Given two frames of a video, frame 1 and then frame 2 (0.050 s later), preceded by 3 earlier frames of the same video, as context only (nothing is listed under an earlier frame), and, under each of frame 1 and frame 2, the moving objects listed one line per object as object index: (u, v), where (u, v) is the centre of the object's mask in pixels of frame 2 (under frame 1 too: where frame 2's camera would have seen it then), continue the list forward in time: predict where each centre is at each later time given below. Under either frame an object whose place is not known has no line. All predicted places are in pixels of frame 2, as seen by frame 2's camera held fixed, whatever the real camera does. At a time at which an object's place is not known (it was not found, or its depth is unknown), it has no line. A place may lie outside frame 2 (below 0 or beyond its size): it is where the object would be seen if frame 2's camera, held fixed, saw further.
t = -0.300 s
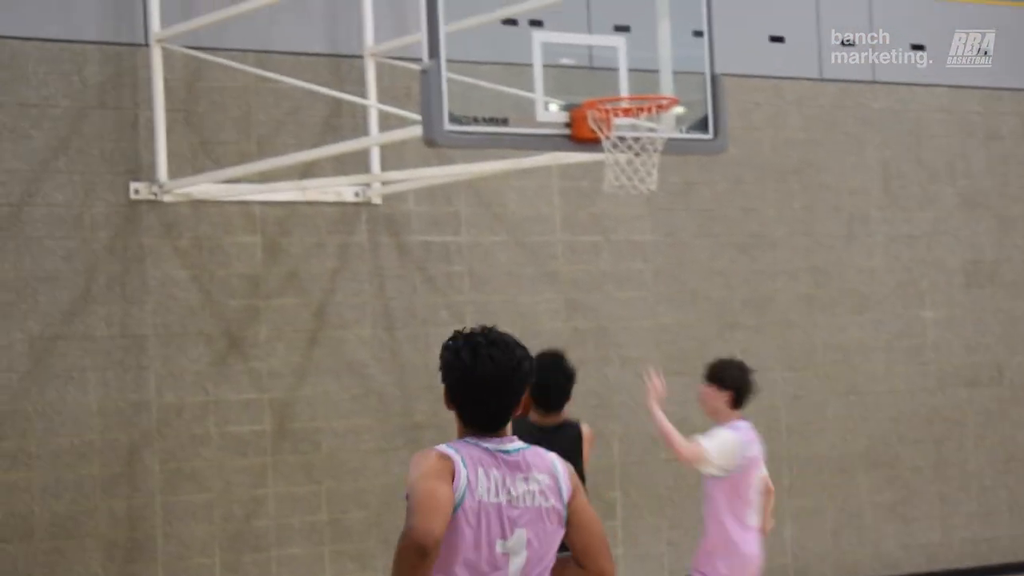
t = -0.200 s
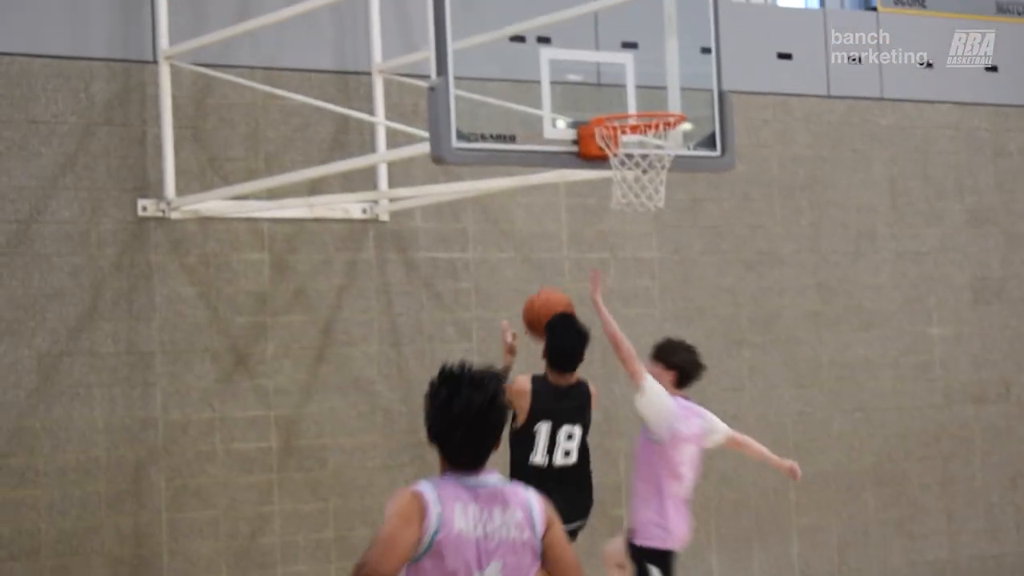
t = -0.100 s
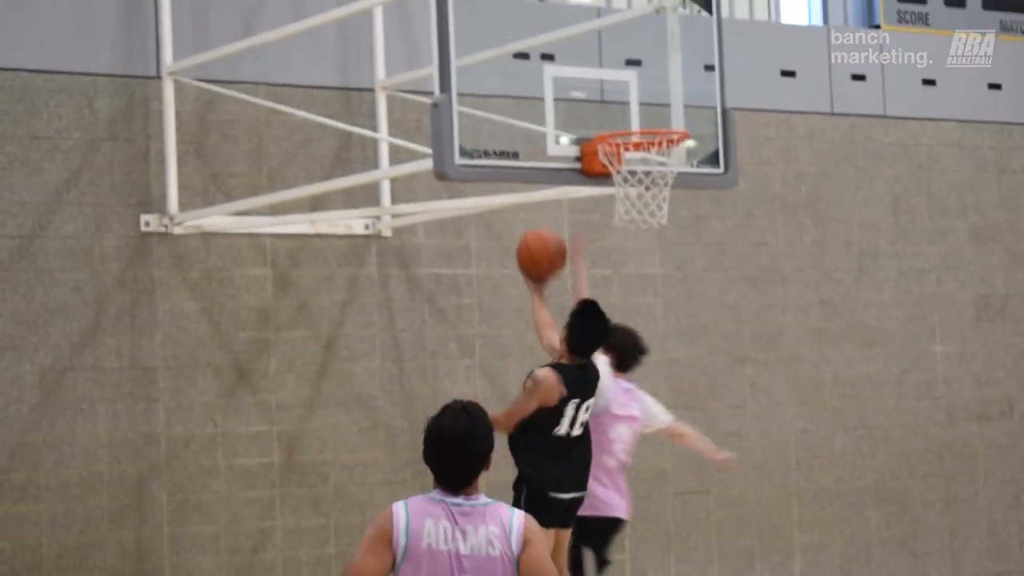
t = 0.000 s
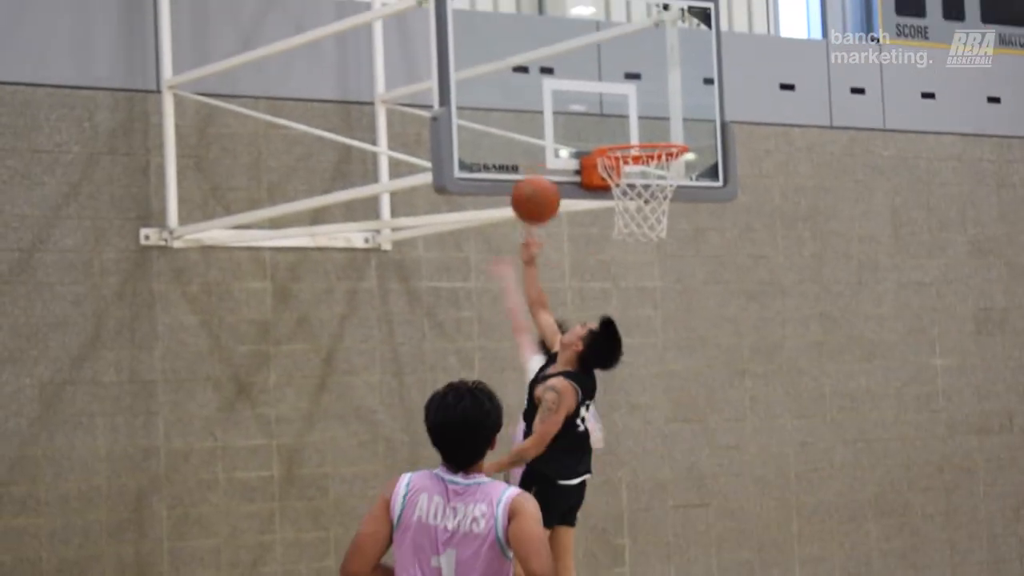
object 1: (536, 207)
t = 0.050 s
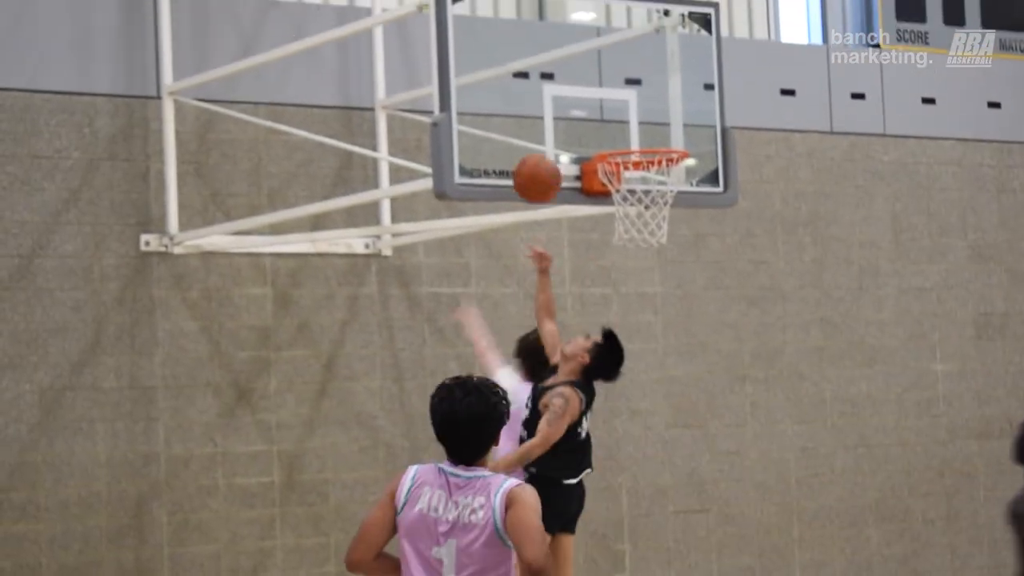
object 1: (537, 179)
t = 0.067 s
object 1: (538, 170)
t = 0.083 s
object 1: (538, 164)
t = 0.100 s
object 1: (539, 157)
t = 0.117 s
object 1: (540, 150)
